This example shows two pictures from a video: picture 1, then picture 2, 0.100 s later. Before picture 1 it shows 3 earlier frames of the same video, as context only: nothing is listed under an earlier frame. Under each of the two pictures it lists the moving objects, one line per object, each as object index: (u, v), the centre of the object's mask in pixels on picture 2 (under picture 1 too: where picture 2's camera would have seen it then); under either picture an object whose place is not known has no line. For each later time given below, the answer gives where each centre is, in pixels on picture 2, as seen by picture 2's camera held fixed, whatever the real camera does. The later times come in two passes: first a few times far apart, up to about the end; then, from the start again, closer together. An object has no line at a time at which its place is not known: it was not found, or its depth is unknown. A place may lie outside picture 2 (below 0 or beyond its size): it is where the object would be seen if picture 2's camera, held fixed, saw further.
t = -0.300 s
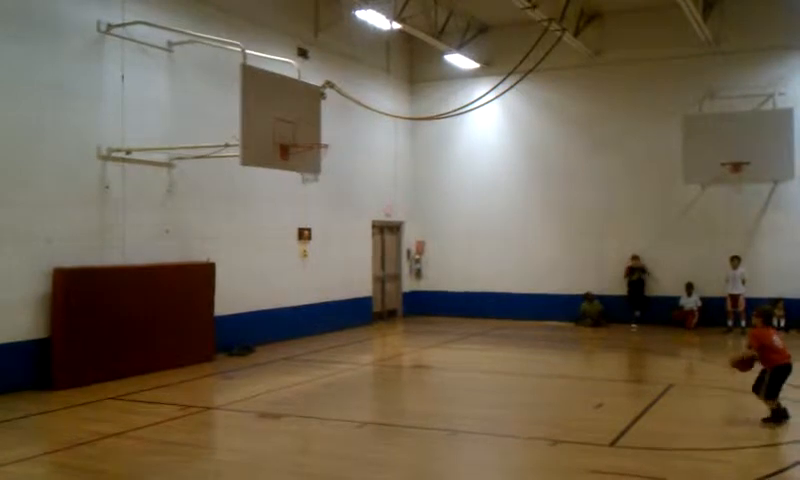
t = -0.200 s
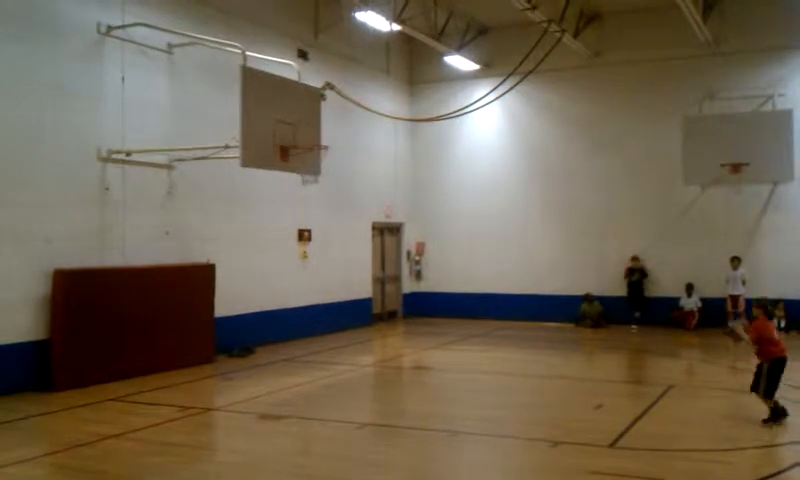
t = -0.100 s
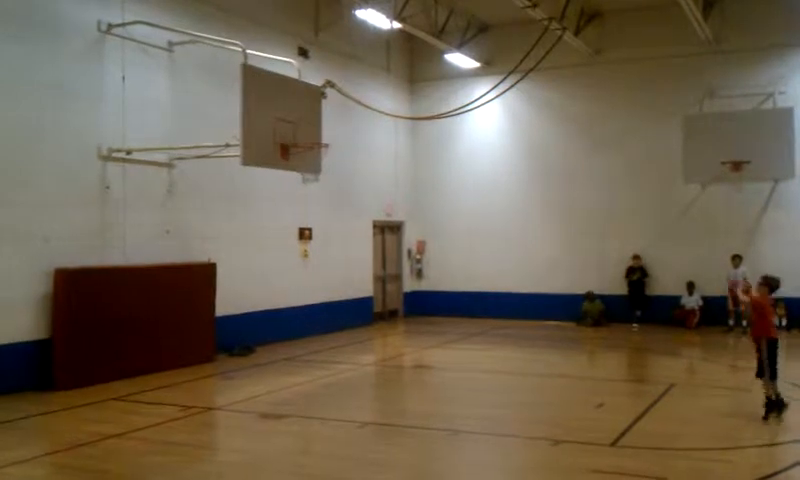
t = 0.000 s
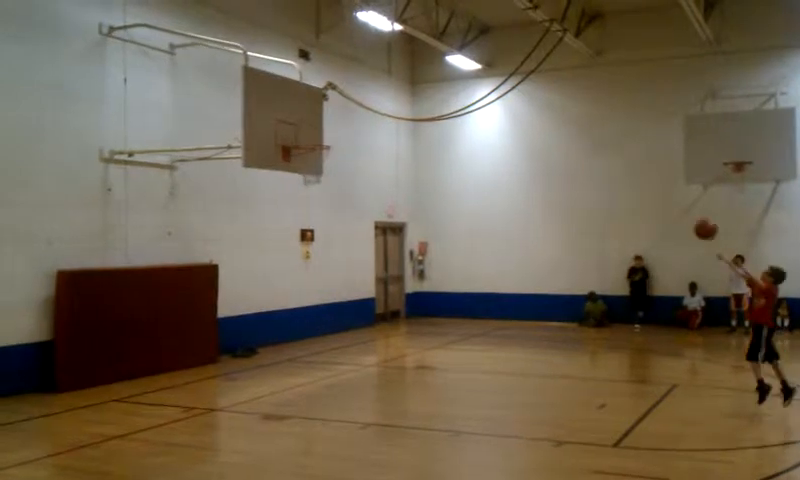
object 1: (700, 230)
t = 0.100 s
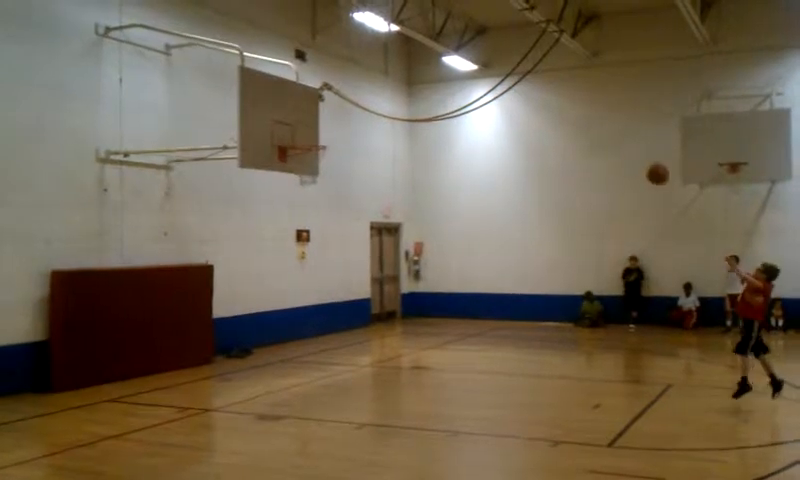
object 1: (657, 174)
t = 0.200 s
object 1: (616, 129)
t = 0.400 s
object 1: (539, 70)
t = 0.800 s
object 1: (401, 57)
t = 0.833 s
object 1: (391, 62)
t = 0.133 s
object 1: (644, 158)
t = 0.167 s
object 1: (630, 143)
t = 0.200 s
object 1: (616, 129)
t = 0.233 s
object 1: (603, 116)
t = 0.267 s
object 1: (589, 105)
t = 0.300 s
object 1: (577, 94)
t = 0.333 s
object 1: (564, 85)
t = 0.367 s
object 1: (551, 76)
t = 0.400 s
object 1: (539, 70)
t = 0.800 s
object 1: (401, 57)
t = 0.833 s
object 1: (391, 62)
